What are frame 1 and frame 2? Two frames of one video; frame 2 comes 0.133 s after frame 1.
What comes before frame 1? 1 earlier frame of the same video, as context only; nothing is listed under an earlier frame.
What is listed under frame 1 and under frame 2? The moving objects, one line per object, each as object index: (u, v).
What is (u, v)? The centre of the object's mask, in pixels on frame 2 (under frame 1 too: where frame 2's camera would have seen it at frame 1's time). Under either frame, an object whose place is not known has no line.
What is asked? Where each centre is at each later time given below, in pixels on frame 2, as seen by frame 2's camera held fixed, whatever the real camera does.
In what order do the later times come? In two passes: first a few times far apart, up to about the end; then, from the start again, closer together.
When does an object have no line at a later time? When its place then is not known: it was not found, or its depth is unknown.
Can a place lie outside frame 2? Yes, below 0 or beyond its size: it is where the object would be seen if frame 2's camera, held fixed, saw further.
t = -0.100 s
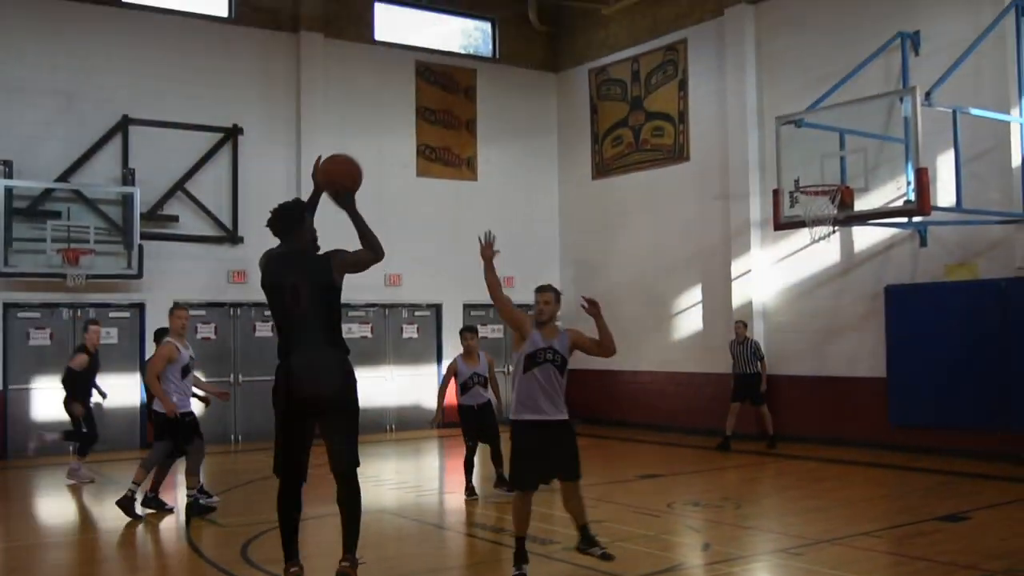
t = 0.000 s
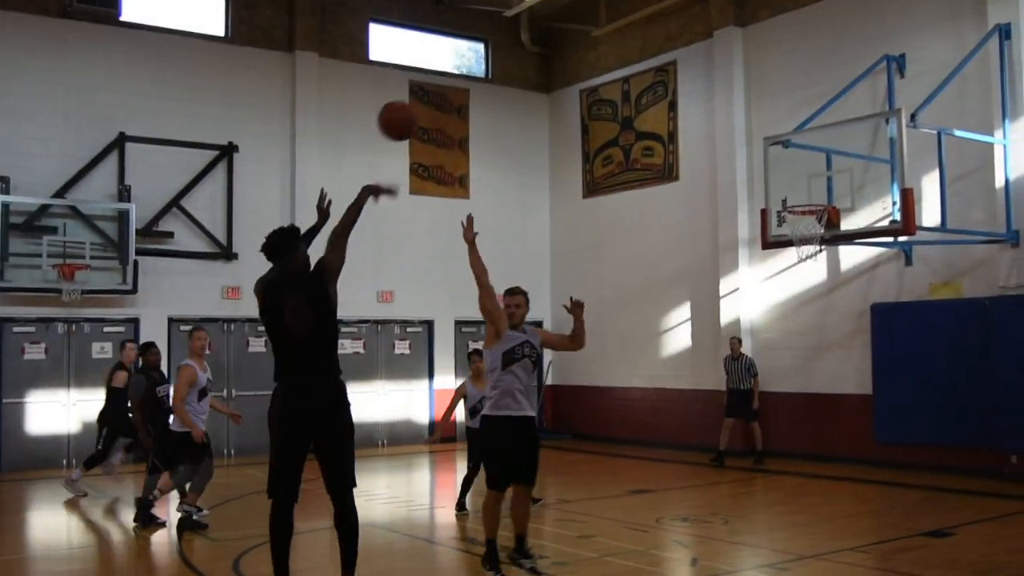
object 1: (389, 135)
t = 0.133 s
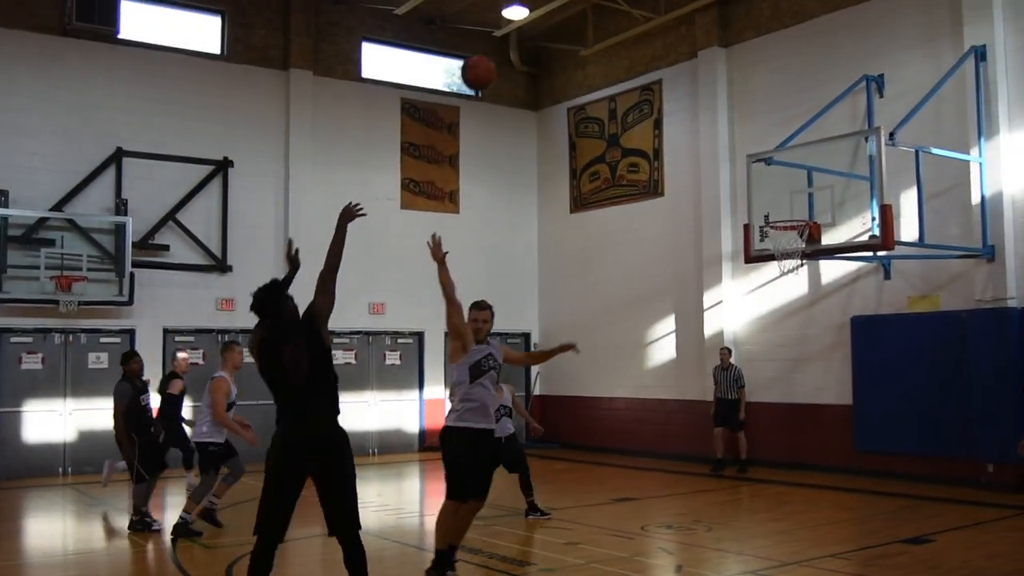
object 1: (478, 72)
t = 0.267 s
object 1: (549, 44)
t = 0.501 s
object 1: (652, 52)
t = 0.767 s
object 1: (740, 126)
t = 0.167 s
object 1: (497, 62)
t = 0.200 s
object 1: (515, 54)
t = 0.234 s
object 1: (533, 49)
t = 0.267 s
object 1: (549, 44)
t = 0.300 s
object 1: (566, 40)
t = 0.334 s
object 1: (582, 40)
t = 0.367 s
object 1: (596, 40)
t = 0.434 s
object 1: (626, 43)
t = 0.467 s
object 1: (639, 47)
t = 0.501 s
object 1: (652, 52)
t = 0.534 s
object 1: (664, 58)
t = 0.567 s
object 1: (675, 64)
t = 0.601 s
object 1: (686, 73)
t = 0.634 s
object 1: (698, 82)
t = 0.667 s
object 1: (709, 91)
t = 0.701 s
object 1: (719, 102)
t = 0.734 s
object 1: (730, 113)
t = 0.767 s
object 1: (740, 126)
